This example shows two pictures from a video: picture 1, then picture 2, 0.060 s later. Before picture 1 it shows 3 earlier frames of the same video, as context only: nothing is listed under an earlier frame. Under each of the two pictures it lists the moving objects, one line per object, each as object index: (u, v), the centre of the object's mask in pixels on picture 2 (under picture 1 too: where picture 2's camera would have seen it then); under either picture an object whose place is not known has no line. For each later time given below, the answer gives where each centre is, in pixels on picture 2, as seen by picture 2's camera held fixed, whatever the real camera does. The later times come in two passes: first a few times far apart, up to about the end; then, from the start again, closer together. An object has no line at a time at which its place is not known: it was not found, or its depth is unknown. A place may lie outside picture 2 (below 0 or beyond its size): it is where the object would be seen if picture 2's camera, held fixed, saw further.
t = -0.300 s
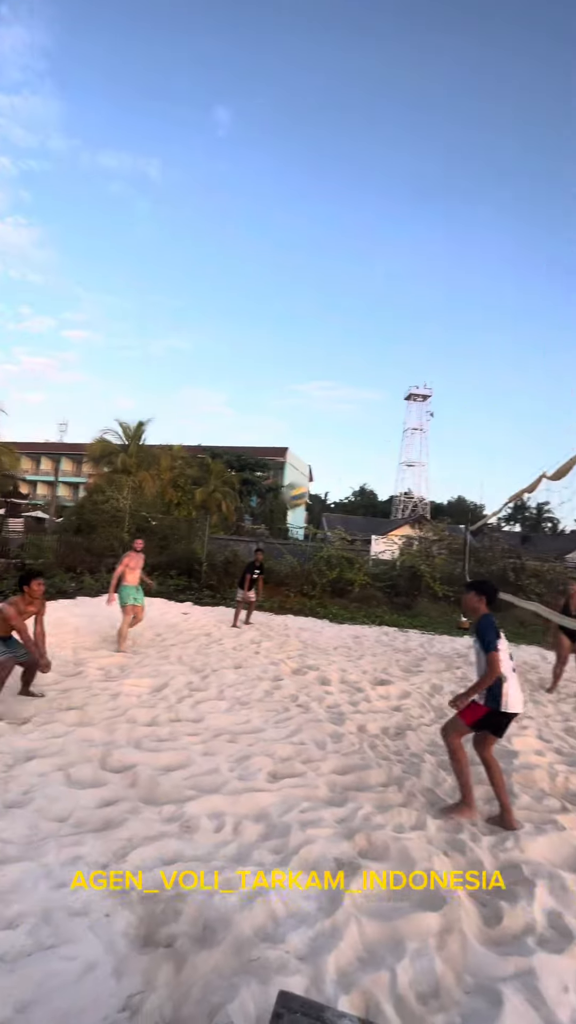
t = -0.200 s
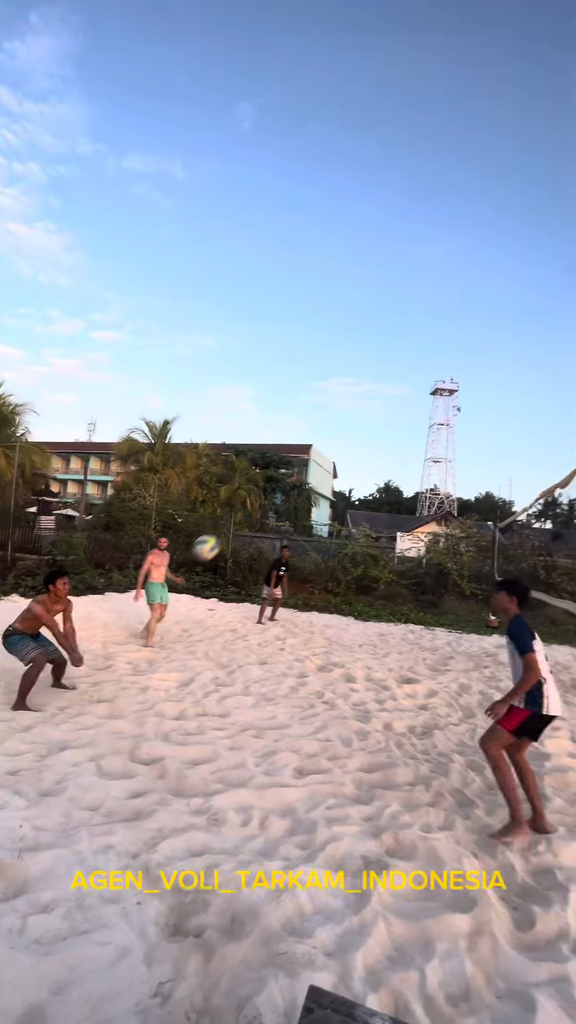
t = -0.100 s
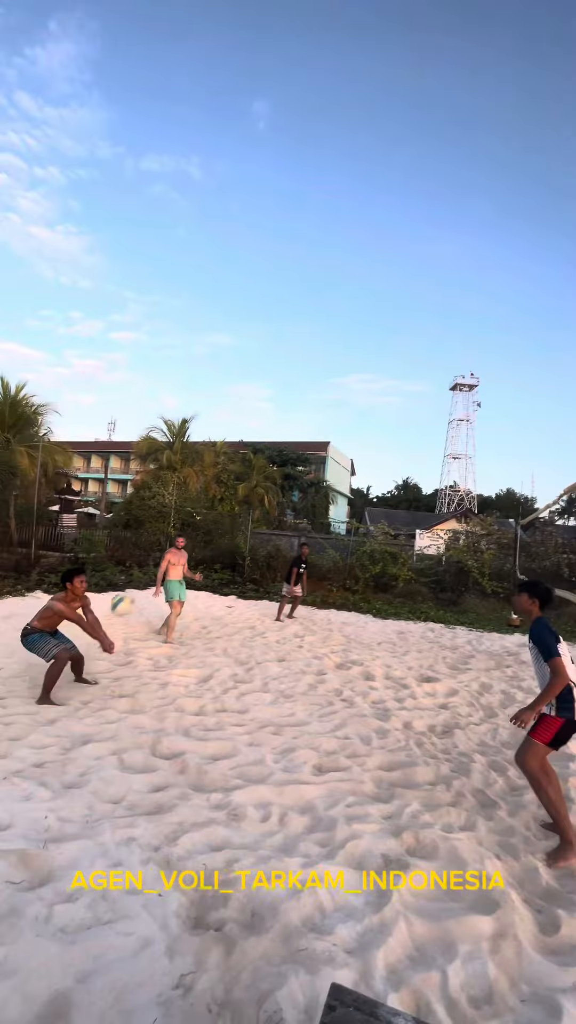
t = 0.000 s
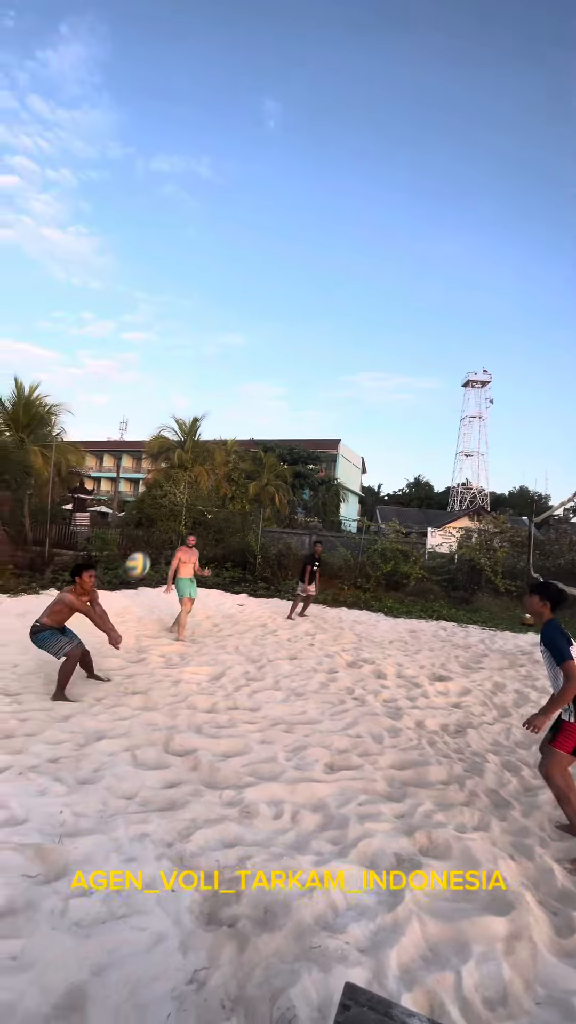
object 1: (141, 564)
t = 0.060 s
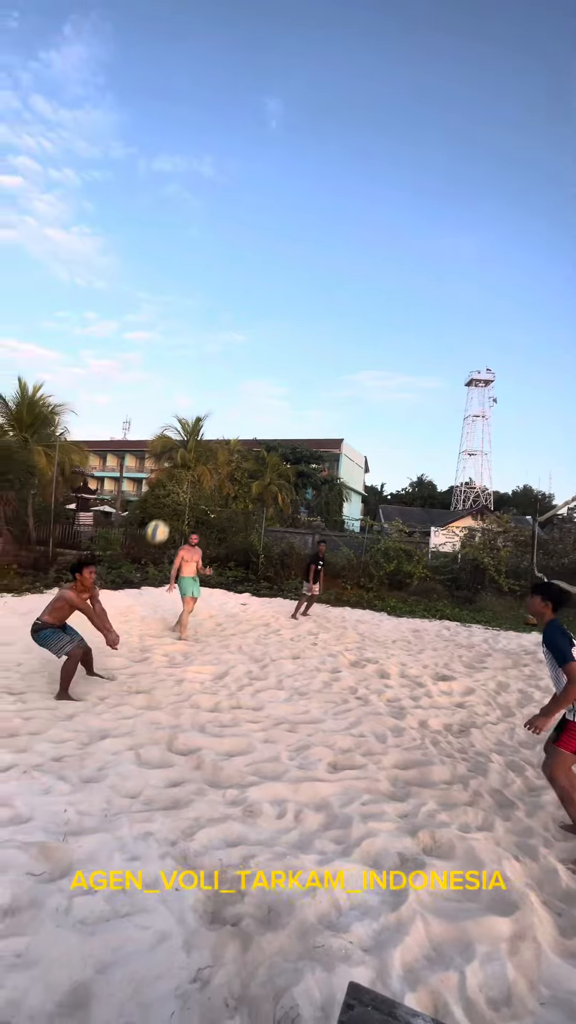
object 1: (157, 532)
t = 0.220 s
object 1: (206, 444)
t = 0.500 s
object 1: (279, 359)
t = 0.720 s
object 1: (329, 347)
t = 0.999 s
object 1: (390, 404)
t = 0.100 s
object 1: (172, 502)
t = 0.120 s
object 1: (177, 493)
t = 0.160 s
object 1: (187, 476)
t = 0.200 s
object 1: (201, 451)
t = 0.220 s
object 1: (206, 444)
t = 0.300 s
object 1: (228, 411)
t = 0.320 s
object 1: (232, 405)
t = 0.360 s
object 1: (241, 394)
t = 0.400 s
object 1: (254, 380)
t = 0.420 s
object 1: (258, 376)
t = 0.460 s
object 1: (267, 368)
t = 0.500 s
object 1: (279, 359)
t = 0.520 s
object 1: (283, 356)
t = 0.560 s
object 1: (290, 352)
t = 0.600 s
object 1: (302, 347)
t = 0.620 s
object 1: (306, 347)
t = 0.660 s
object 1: (314, 346)
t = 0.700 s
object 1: (325, 346)
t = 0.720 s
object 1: (329, 347)
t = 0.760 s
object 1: (336, 349)
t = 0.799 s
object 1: (347, 355)
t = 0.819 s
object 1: (351, 358)
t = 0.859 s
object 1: (358, 364)
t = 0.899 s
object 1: (369, 375)
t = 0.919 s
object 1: (373, 379)
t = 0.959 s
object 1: (380, 388)
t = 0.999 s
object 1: (390, 404)
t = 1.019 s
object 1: (393, 410)
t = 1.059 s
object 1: (400, 423)
